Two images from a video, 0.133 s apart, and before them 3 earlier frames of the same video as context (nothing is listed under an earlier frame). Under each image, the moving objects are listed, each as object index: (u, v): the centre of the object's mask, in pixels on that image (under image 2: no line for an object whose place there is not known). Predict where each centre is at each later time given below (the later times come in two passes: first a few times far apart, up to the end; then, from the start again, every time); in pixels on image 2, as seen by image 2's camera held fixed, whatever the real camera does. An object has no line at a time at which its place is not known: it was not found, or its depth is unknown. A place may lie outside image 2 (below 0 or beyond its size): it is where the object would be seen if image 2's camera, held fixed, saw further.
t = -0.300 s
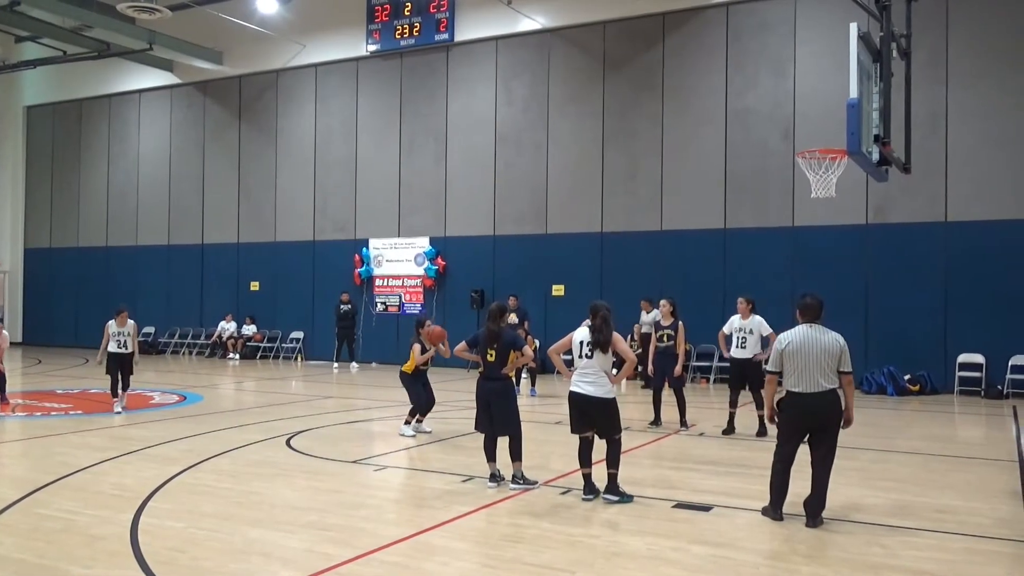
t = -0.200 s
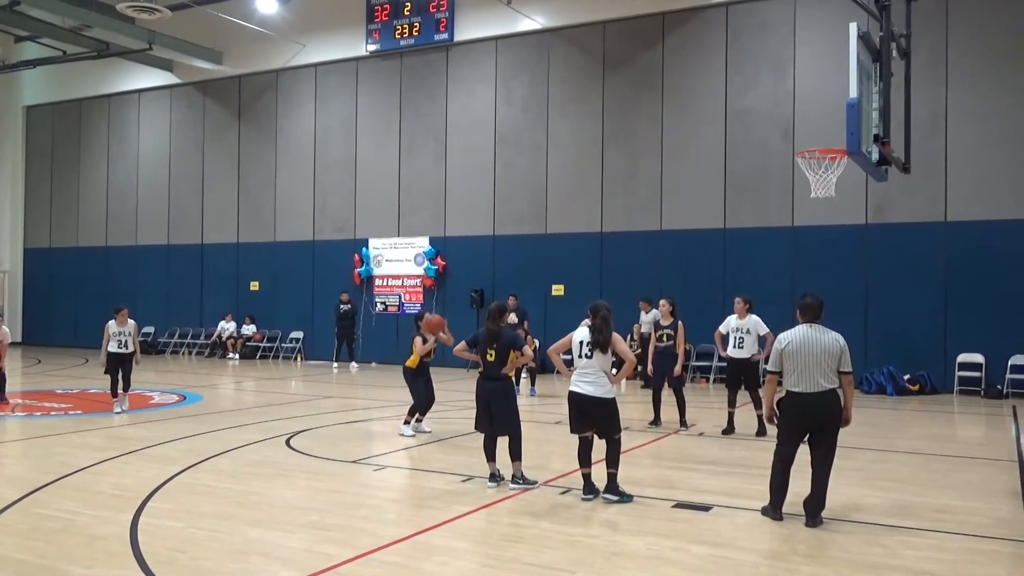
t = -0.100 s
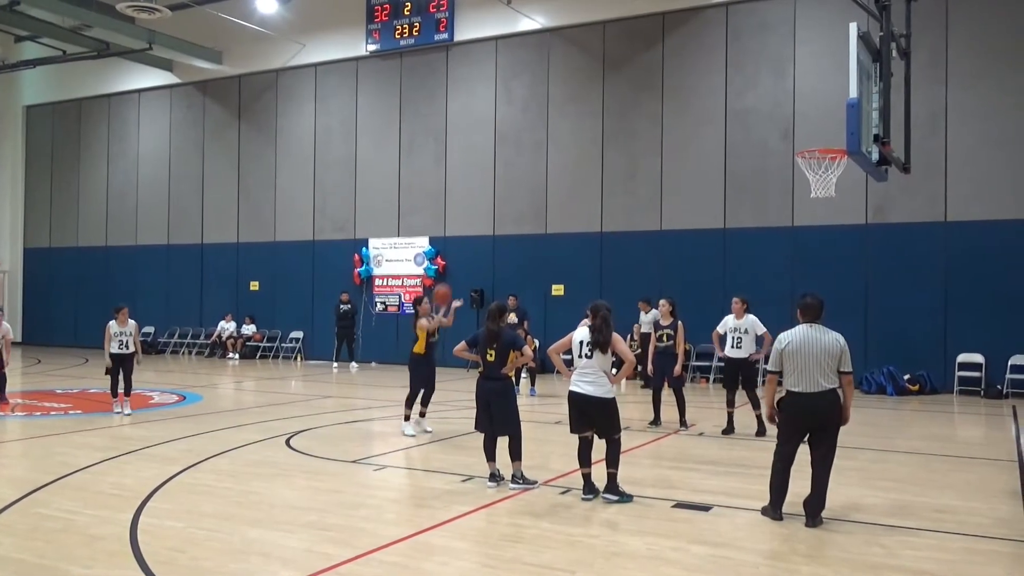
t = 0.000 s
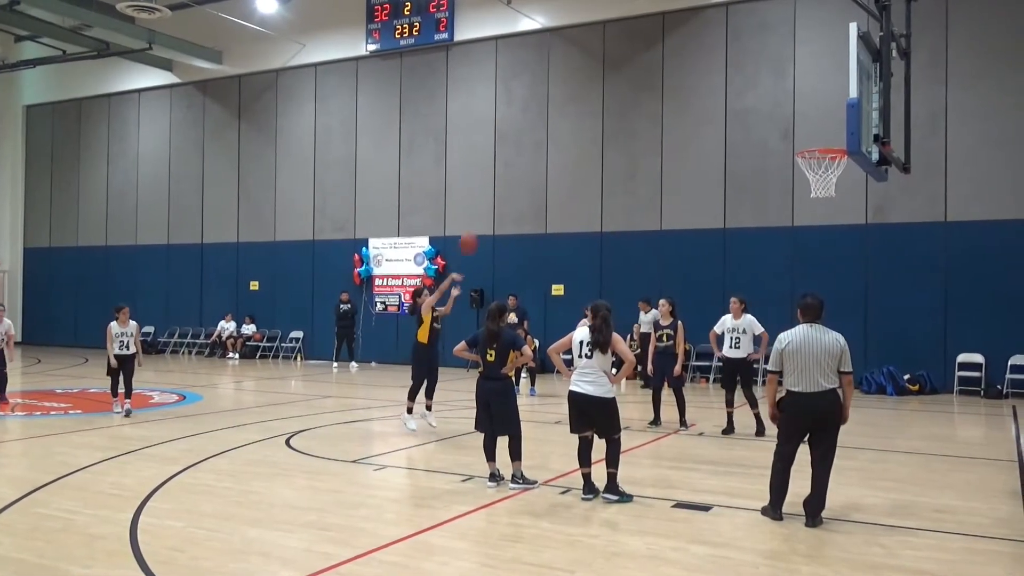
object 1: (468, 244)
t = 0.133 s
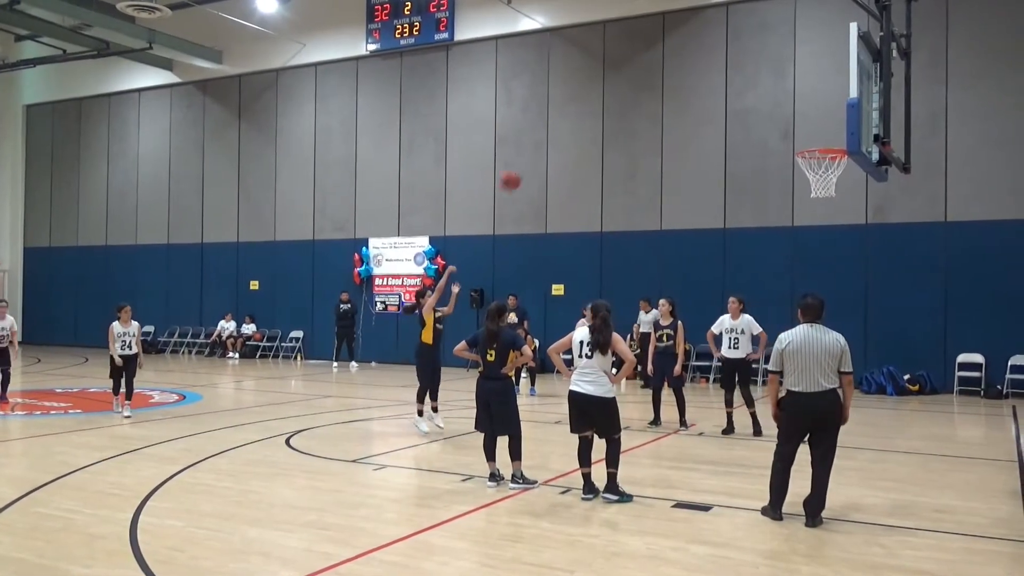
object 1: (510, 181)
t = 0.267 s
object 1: (554, 132)
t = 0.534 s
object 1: (644, 77)
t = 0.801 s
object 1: (742, 85)
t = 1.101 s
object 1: (825, 167)
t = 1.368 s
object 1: (808, 179)
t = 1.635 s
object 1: (818, 254)
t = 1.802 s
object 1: (828, 333)
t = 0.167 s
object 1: (521, 167)
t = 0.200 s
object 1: (532, 155)
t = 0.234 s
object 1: (543, 144)
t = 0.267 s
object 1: (554, 132)
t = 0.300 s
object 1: (564, 122)
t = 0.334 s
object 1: (576, 112)
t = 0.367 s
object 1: (588, 104)
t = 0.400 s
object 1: (599, 96)
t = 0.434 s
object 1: (610, 90)
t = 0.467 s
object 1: (621, 84)
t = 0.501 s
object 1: (633, 80)
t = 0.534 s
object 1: (644, 77)
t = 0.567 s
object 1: (657, 73)
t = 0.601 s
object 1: (668, 72)
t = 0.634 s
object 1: (681, 71)
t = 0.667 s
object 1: (692, 72)
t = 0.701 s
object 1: (705, 74)
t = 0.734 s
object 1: (717, 76)
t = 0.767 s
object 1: (729, 80)
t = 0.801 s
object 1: (742, 85)
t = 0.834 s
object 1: (755, 92)
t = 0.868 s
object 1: (768, 99)
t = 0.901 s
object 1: (780, 108)
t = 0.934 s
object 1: (794, 118)
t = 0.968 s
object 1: (807, 129)
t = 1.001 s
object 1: (820, 140)
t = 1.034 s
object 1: (831, 152)
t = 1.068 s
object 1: (830, 162)
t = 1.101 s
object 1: (825, 167)
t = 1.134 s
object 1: (820, 170)
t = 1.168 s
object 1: (816, 168)
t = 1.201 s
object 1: (811, 164)
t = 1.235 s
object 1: (810, 165)
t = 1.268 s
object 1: (809, 168)
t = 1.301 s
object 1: (810, 170)
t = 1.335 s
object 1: (809, 177)
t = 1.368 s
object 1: (808, 179)
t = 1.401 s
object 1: (810, 186)
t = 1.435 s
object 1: (811, 193)
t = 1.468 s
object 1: (812, 201)
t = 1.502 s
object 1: (813, 208)
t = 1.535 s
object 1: (815, 218)
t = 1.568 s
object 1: (816, 230)
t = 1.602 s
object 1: (817, 241)
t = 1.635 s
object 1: (818, 254)
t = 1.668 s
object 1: (819, 269)
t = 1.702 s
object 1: (820, 284)
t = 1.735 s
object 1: (821, 301)
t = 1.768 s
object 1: (822, 317)
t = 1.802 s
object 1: (828, 333)
